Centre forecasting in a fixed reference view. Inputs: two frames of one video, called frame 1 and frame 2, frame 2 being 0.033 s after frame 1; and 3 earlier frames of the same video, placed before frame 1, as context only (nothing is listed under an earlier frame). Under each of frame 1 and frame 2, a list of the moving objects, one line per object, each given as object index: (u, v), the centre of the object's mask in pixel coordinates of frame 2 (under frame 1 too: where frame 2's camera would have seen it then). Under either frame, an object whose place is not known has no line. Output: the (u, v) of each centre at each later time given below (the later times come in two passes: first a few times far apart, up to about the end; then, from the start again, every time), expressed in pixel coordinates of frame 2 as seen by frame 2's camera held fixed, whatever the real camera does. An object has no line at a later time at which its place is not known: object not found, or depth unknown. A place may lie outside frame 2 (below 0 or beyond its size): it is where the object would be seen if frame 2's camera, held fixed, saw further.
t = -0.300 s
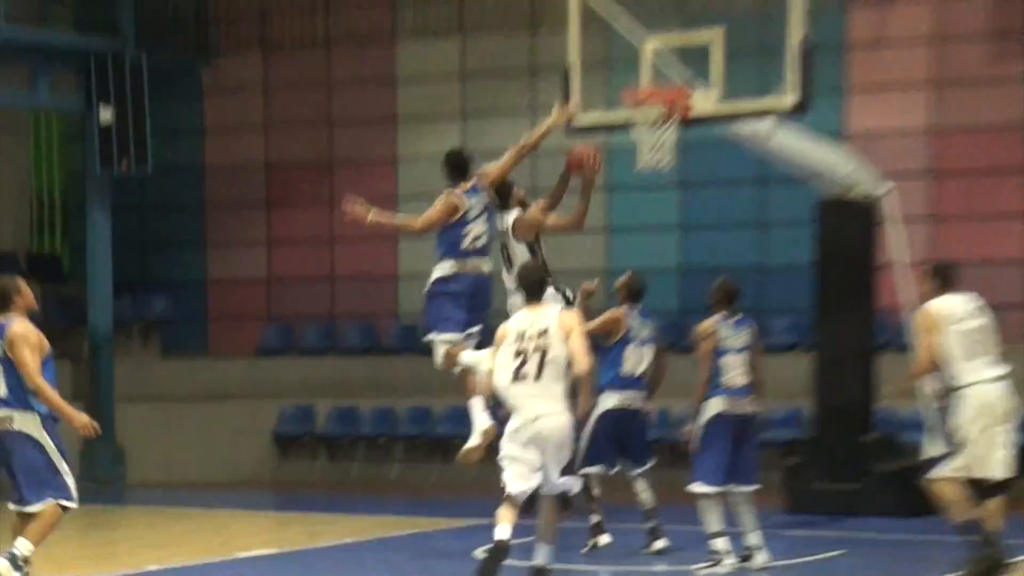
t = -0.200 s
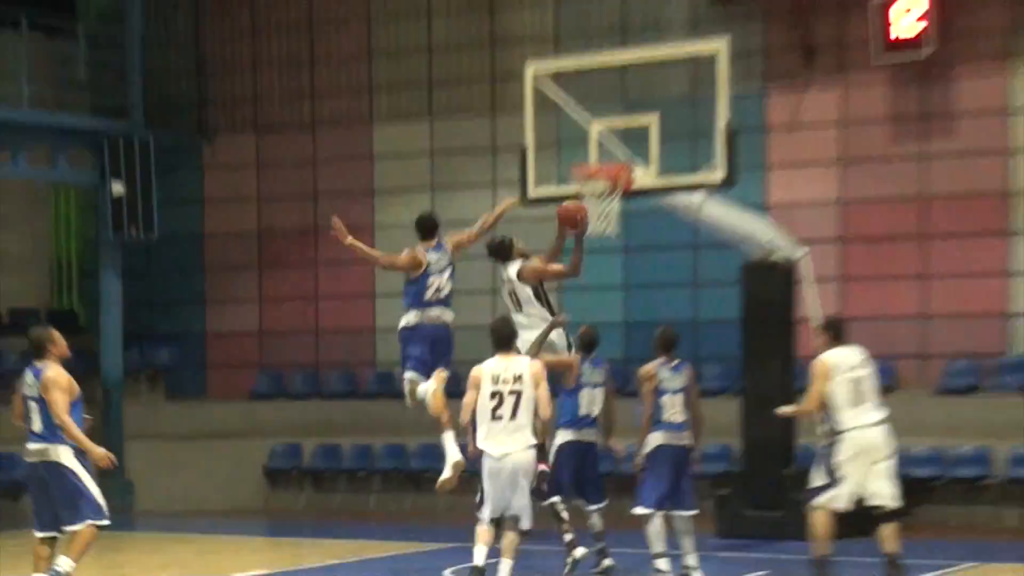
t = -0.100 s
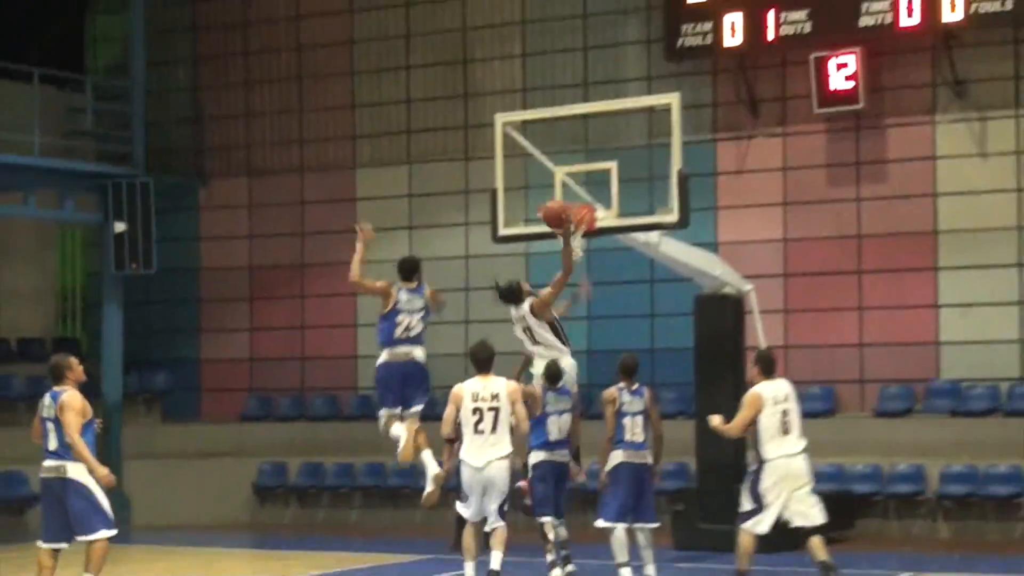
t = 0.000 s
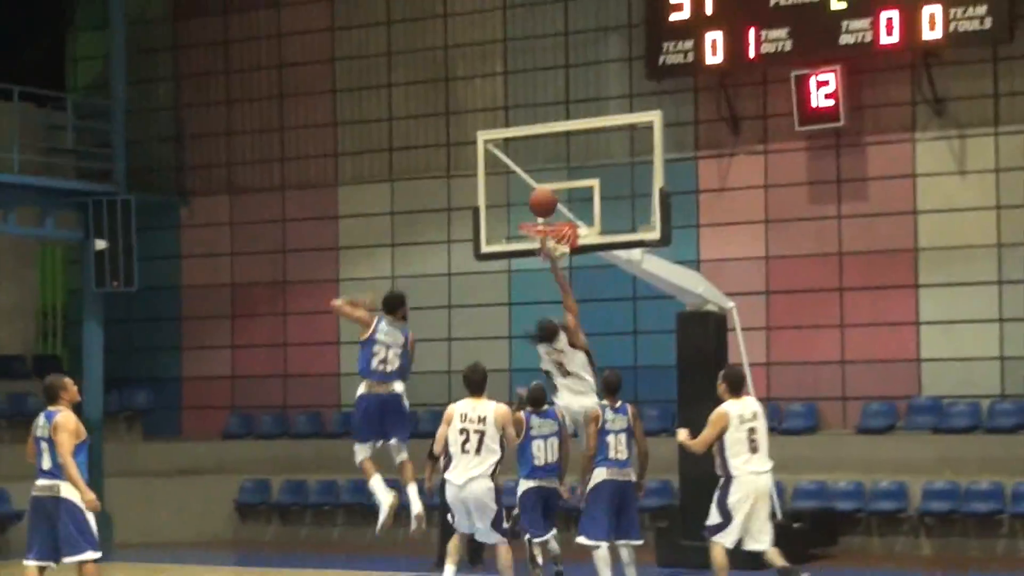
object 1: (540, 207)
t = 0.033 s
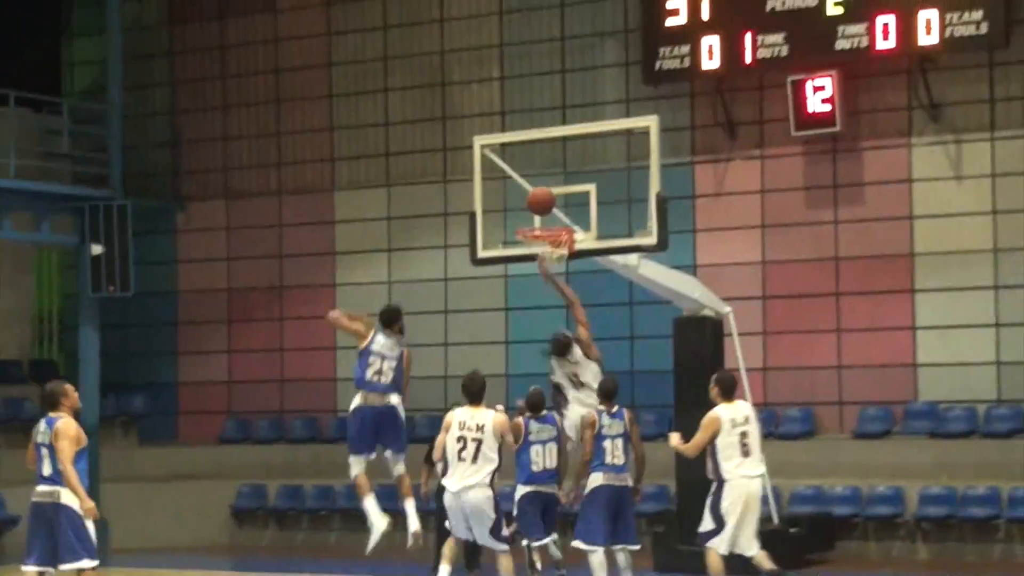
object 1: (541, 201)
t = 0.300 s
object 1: (550, 196)
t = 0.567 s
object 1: (558, 199)
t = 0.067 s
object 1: (542, 195)
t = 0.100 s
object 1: (543, 192)
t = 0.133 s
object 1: (544, 189)
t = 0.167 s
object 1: (545, 188)
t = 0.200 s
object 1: (547, 188)
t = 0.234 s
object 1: (548, 189)
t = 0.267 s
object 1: (549, 192)
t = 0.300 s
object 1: (550, 196)
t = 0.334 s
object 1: (551, 200)
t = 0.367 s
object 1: (552, 207)
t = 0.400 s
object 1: (554, 214)
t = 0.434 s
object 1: (555, 218)
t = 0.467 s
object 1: (556, 213)
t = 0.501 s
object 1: (556, 208)
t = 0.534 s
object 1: (557, 203)
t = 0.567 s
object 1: (558, 199)
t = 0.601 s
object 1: (558, 197)
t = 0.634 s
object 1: (559, 196)
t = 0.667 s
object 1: (558, 195)
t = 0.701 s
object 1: (558, 196)
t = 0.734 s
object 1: (557, 197)
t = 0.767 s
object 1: (557, 200)
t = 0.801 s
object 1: (556, 205)
